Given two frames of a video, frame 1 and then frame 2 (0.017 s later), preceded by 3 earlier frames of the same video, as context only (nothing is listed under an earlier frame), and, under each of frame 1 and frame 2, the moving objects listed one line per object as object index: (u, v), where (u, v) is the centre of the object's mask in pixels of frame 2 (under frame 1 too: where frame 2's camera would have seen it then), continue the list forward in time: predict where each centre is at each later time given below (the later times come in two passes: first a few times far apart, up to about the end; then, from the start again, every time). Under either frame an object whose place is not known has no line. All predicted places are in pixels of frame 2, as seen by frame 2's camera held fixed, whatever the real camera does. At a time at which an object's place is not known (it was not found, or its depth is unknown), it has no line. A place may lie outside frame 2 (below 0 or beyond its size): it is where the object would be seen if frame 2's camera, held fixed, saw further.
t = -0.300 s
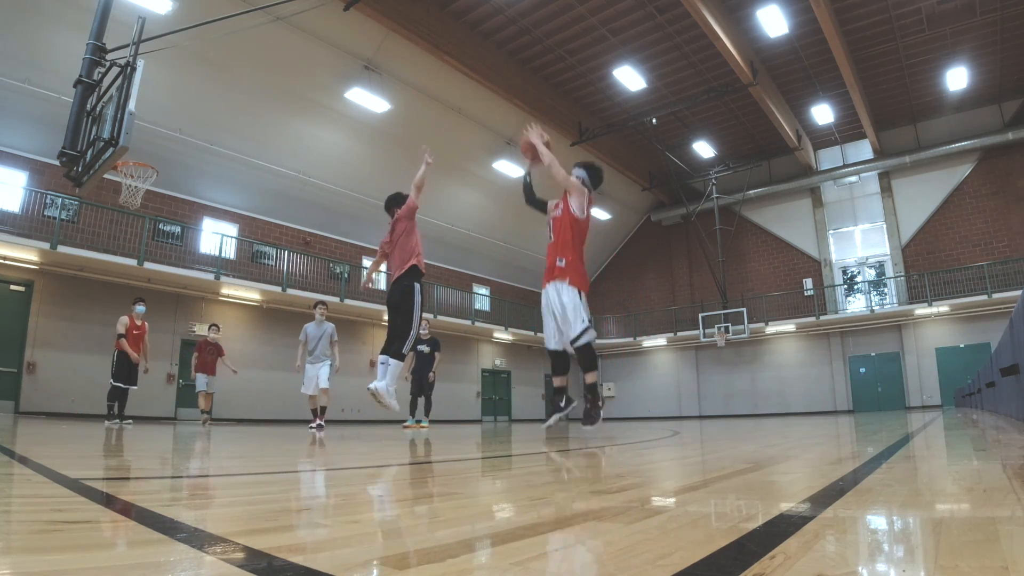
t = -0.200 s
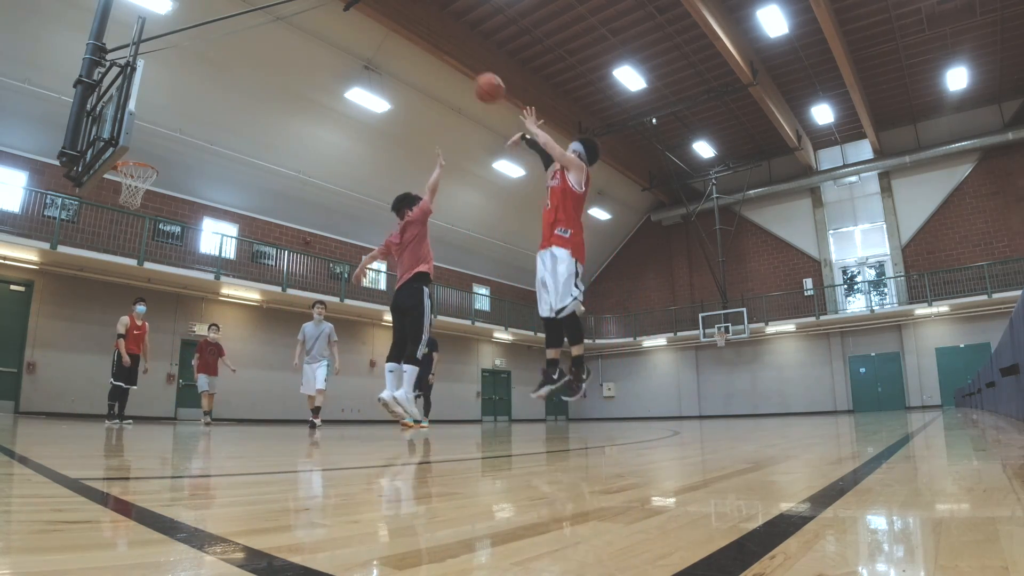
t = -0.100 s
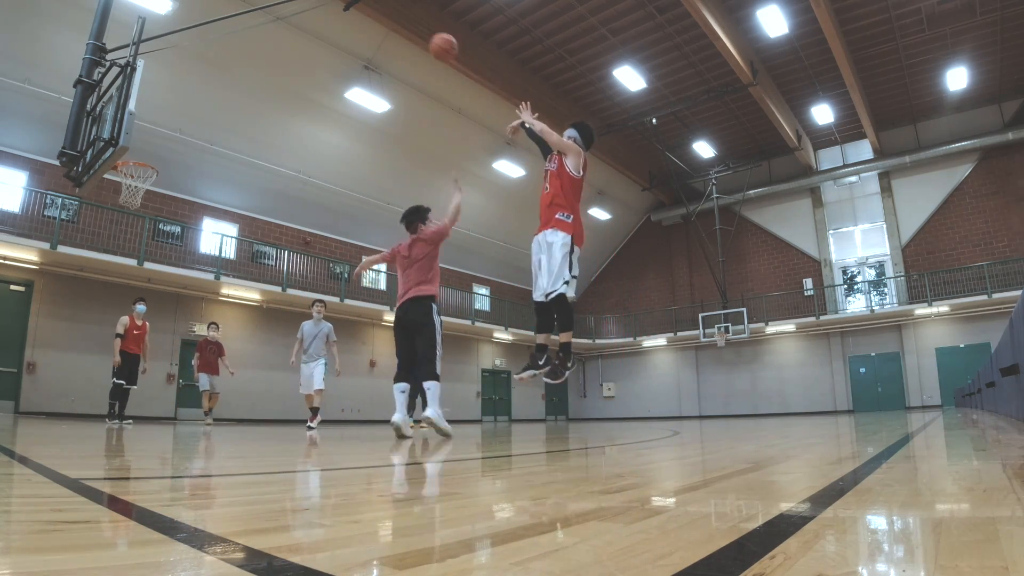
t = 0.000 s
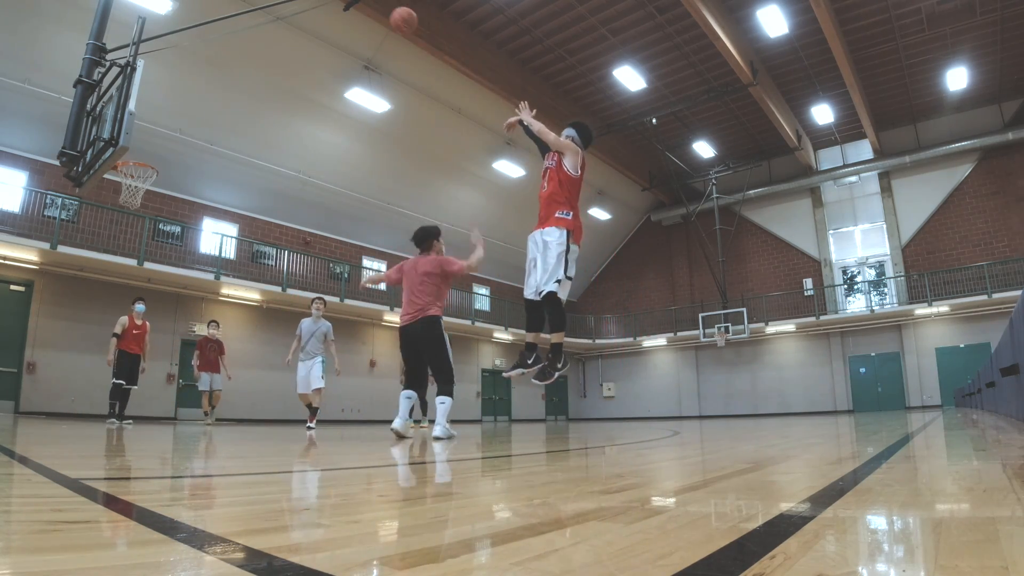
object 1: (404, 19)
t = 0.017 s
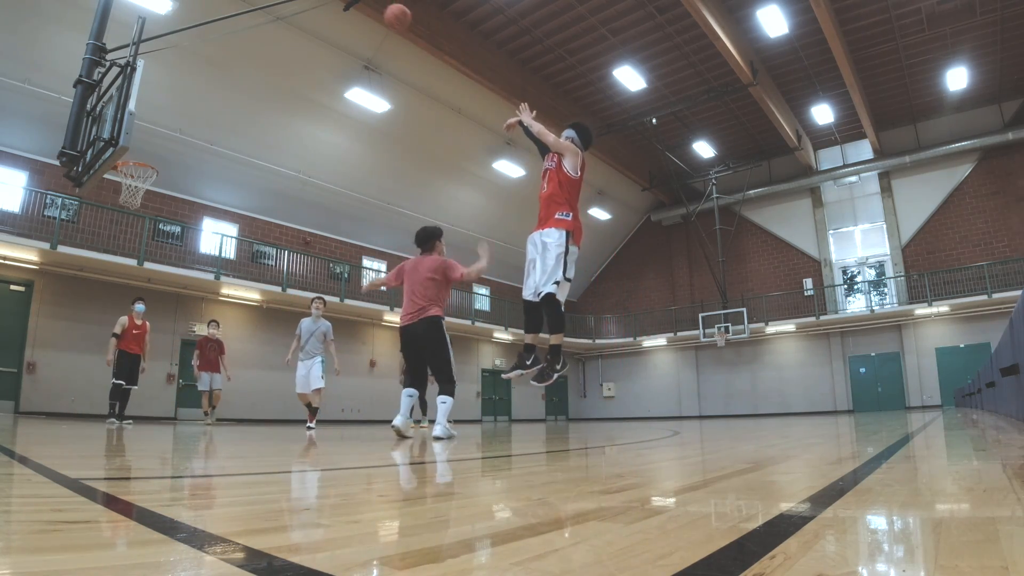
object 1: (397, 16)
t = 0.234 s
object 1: (326, 5)
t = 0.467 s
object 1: (259, 20)
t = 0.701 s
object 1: (197, 77)
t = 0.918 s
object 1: (141, 159)
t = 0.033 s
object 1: (391, 14)
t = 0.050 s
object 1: (385, 11)
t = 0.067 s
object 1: (380, 10)
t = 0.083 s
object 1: (374, 7)
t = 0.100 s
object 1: (368, 8)
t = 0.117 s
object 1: (363, 7)
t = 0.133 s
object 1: (356, 6)
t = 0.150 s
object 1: (352, 6)
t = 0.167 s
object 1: (346, 5)
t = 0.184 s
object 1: (341, 5)
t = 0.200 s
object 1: (336, 5)
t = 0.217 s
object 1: (331, 5)
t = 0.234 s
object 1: (326, 5)
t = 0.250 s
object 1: (321, 5)
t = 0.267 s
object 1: (316, 5)
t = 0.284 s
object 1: (311, 5)
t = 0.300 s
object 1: (305, 6)
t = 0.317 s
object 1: (301, 6)
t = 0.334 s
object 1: (296, 7)
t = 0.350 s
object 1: (291, 8)
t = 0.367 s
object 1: (286, 9)
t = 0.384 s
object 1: (281, 9)
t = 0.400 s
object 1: (277, 11)
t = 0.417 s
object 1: (272, 12)
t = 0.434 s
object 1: (268, 15)
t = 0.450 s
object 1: (263, 17)
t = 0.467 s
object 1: (259, 20)
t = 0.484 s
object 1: (254, 23)
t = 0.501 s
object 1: (250, 26)
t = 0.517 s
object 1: (245, 29)
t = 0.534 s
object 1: (241, 33)
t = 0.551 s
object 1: (236, 36)
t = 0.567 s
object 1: (232, 40)
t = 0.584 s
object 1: (228, 44)
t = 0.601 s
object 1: (223, 49)
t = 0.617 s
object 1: (219, 53)
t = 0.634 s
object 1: (214, 58)
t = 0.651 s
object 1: (210, 62)
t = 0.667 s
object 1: (205, 67)
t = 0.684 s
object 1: (201, 72)
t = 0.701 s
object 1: (197, 77)
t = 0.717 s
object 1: (192, 83)
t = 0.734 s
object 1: (188, 88)
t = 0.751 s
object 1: (183, 94)
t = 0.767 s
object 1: (179, 100)
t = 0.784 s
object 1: (175, 106)
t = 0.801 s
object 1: (170, 112)
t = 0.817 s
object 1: (166, 119)
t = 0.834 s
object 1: (162, 125)
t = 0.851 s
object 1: (158, 132)
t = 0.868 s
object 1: (153, 139)
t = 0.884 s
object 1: (149, 146)
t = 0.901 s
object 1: (145, 152)
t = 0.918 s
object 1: (141, 159)
